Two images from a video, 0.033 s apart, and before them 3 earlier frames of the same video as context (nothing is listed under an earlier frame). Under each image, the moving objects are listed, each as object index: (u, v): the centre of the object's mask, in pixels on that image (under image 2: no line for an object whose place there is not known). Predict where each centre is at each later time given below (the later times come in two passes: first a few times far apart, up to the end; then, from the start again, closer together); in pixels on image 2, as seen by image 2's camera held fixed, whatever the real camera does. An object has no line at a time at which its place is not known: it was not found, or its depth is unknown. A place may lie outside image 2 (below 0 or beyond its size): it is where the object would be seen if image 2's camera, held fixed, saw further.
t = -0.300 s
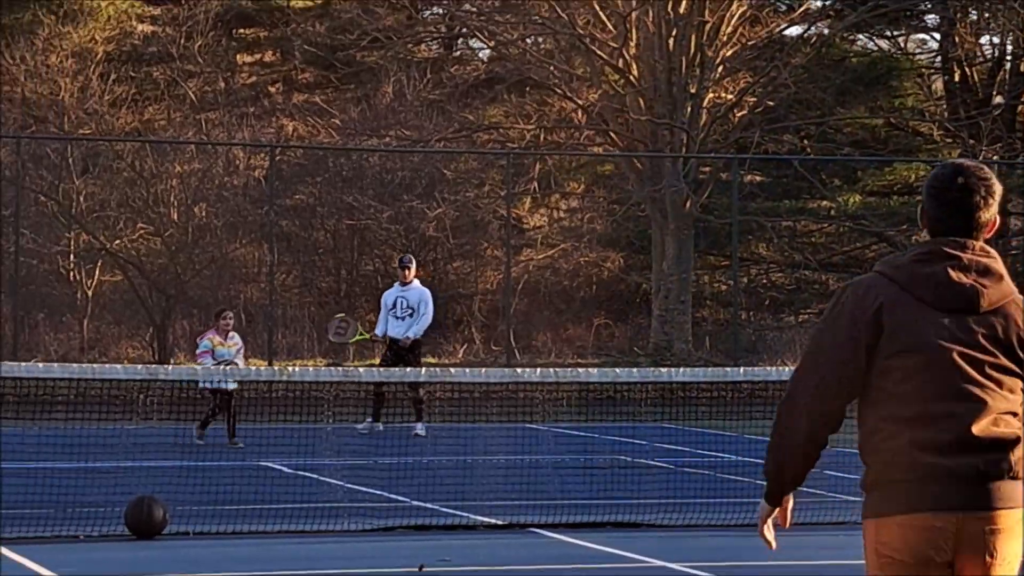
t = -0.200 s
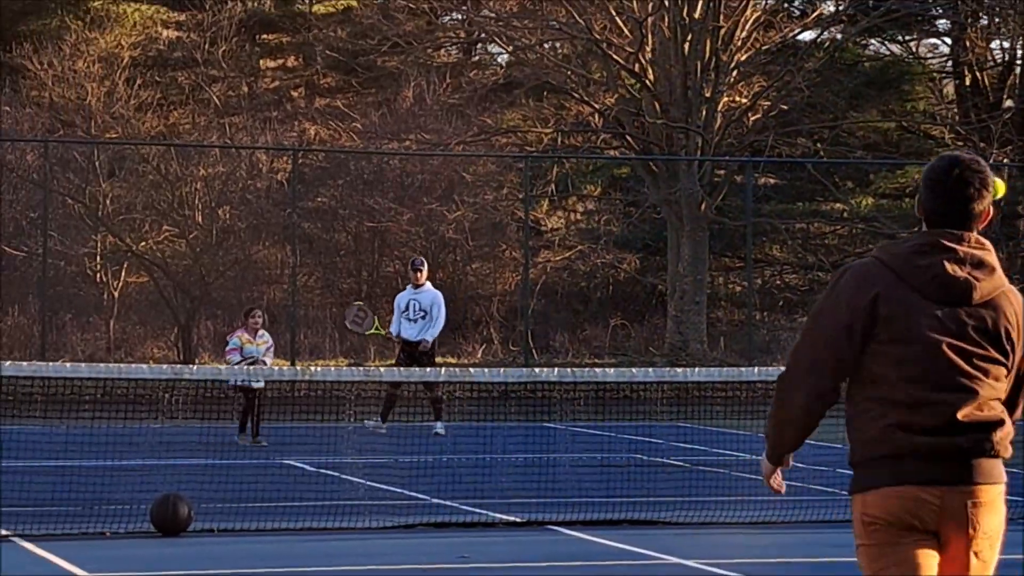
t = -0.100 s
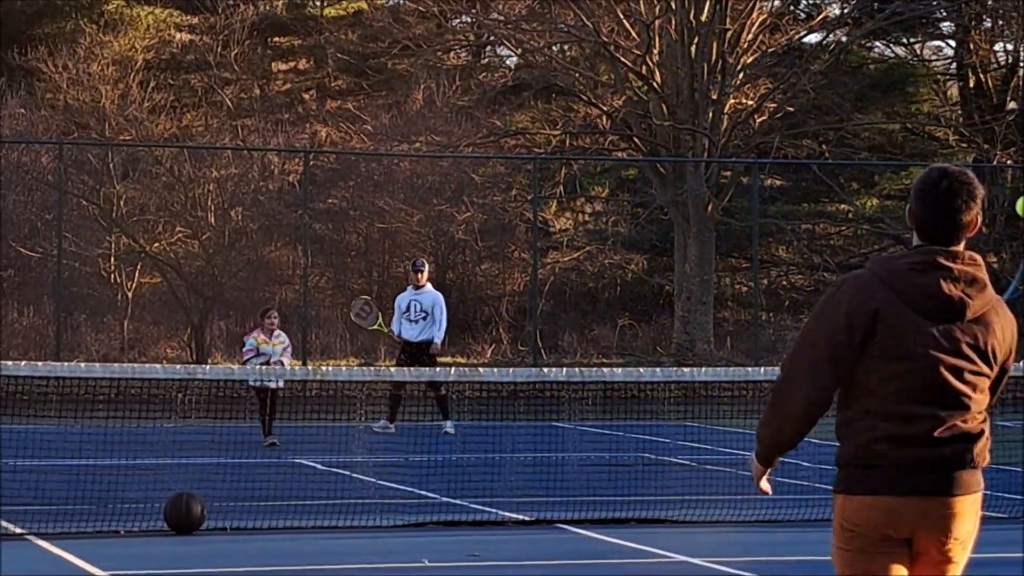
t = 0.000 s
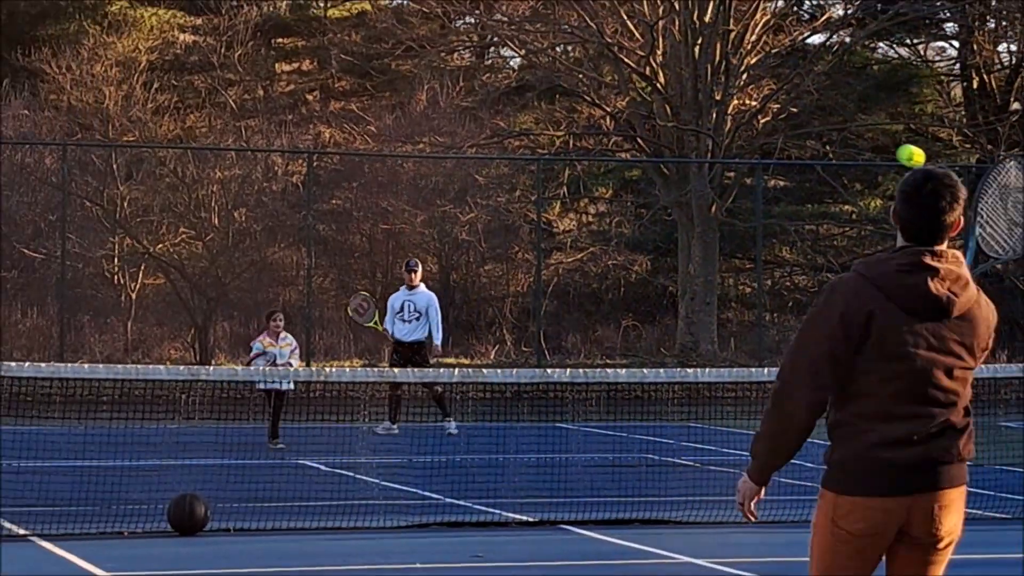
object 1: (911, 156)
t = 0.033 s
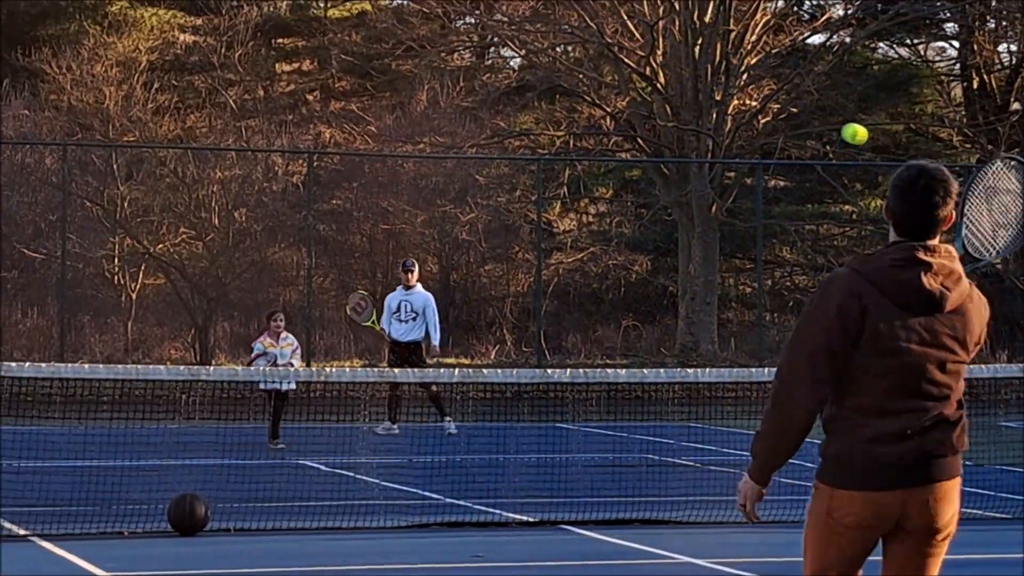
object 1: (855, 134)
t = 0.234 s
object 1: (604, 86)
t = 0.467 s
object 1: (421, 147)
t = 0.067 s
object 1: (803, 116)
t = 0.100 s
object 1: (758, 104)
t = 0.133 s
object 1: (714, 95)
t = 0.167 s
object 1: (675, 91)
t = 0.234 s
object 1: (604, 86)
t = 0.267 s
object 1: (573, 88)
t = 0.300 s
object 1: (543, 94)
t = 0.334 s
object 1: (515, 103)
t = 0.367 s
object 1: (489, 112)
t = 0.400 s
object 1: (465, 122)
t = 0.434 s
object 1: (442, 135)
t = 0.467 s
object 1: (421, 147)
